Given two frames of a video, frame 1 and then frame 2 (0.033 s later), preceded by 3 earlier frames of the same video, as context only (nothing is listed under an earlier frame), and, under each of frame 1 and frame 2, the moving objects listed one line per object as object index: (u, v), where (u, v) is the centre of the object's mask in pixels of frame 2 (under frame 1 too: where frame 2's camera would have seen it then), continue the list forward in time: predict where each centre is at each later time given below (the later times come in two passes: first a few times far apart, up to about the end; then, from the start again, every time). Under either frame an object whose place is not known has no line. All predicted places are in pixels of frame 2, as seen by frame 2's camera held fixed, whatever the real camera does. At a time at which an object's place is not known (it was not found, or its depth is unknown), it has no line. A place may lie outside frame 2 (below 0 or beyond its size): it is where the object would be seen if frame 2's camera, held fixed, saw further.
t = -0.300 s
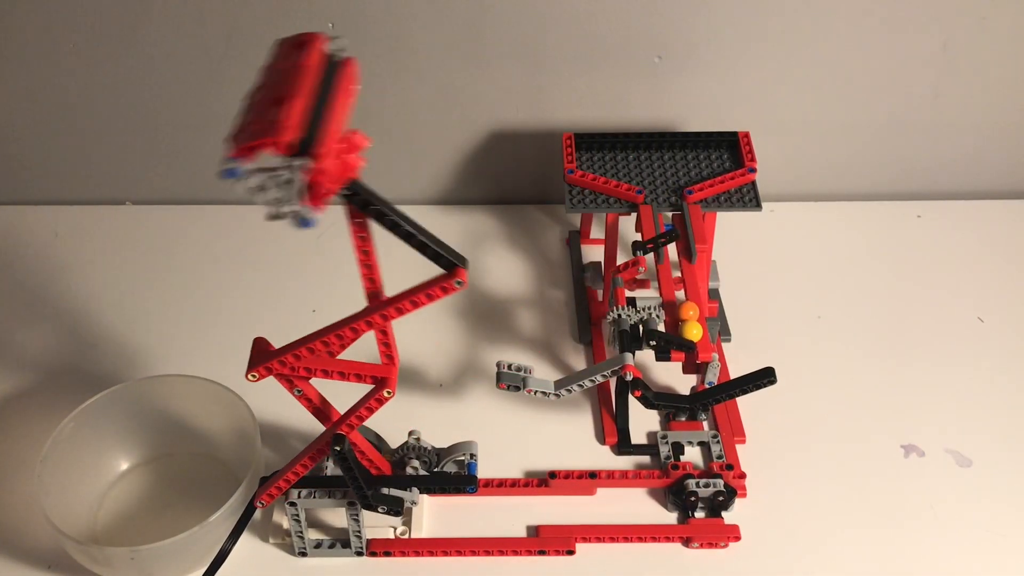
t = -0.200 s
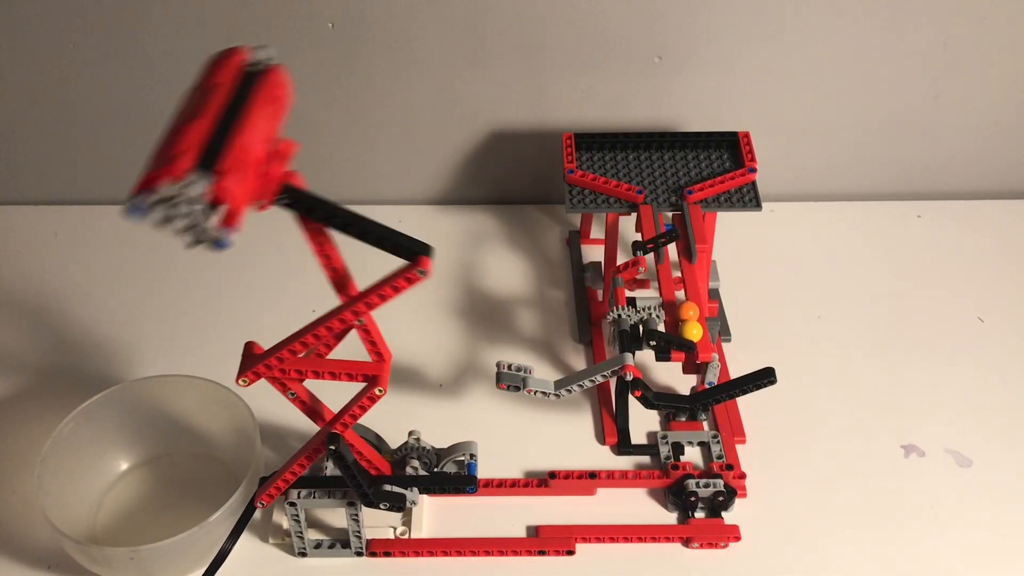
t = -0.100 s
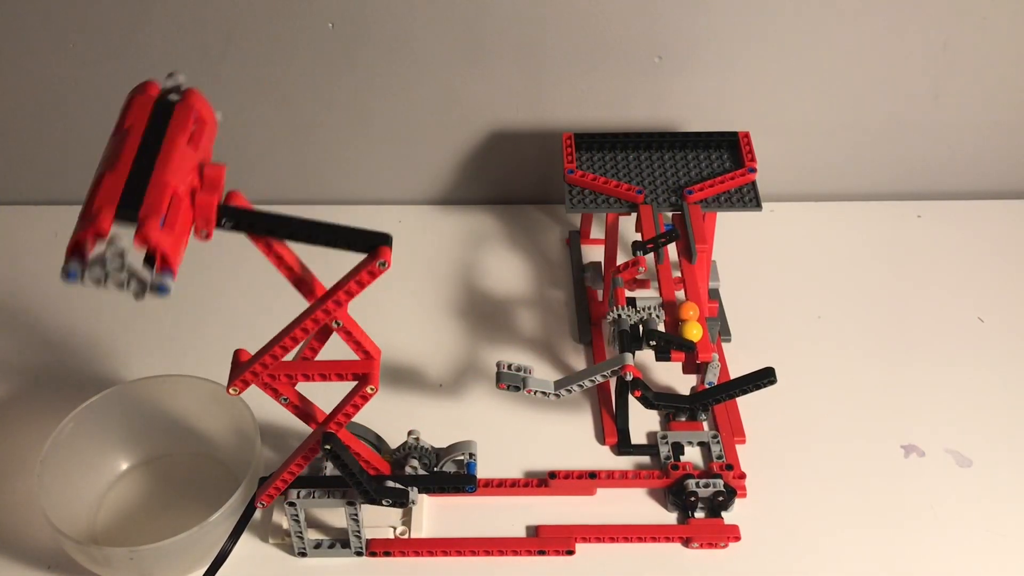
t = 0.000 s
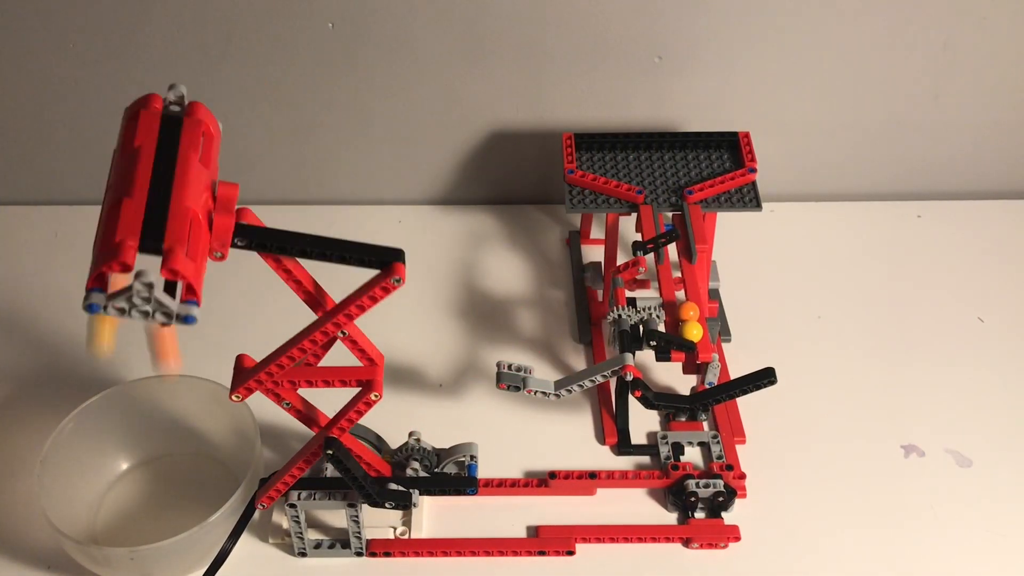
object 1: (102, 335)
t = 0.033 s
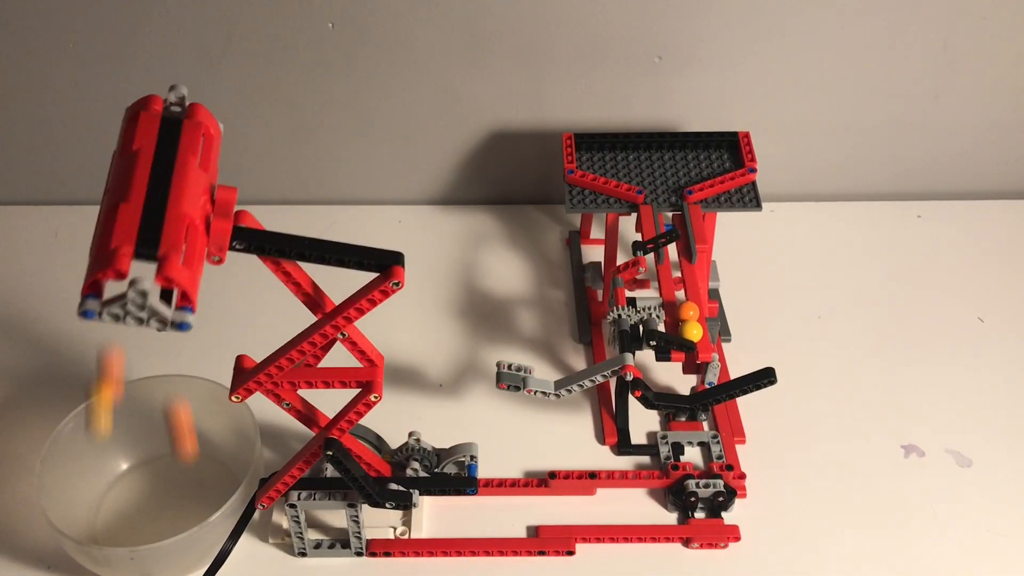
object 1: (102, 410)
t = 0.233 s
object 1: (55, 474)
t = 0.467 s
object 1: (195, 475)
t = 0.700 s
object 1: (180, 477)
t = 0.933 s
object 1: (137, 506)
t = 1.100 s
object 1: (98, 526)
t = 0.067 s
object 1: (103, 499)
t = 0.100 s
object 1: (88, 536)
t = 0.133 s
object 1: (66, 513)
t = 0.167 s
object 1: (56, 488)
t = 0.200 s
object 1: (52, 474)
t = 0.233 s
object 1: (55, 474)
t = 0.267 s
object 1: (65, 488)
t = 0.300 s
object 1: (79, 513)
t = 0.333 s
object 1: (95, 537)
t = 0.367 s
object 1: (130, 537)
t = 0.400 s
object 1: (151, 509)
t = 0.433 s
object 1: (172, 491)
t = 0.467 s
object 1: (195, 475)
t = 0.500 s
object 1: (211, 456)
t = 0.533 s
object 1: (209, 447)
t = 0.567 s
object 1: (208, 448)
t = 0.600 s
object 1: (202, 459)
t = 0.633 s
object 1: (194, 466)
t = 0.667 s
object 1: (187, 473)
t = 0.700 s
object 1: (180, 477)
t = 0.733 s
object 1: (174, 481)
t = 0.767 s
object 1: (168, 486)
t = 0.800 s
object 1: (162, 491)
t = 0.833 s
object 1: (156, 494)
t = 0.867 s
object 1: (150, 498)
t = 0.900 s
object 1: (143, 502)
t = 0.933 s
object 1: (137, 506)
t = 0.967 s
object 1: (130, 509)
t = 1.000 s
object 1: (122, 513)
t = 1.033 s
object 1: (115, 517)
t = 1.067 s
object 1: (106, 521)
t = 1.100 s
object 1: (98, 526)
